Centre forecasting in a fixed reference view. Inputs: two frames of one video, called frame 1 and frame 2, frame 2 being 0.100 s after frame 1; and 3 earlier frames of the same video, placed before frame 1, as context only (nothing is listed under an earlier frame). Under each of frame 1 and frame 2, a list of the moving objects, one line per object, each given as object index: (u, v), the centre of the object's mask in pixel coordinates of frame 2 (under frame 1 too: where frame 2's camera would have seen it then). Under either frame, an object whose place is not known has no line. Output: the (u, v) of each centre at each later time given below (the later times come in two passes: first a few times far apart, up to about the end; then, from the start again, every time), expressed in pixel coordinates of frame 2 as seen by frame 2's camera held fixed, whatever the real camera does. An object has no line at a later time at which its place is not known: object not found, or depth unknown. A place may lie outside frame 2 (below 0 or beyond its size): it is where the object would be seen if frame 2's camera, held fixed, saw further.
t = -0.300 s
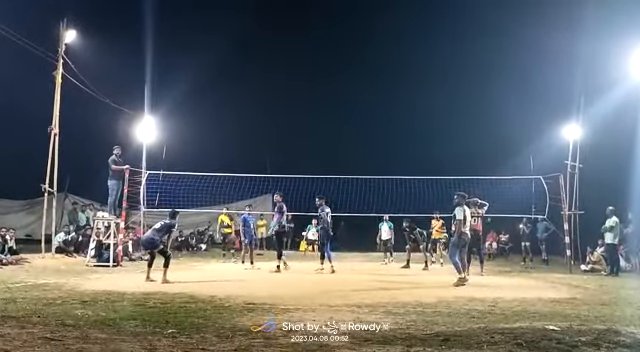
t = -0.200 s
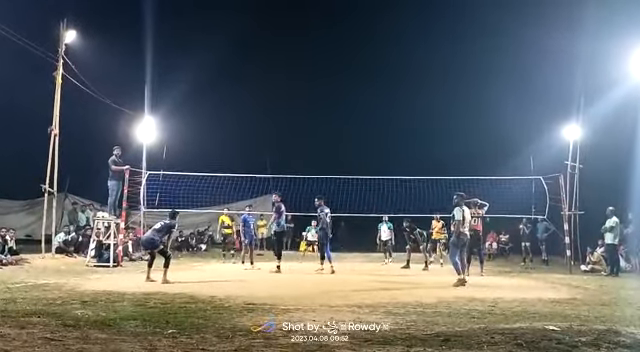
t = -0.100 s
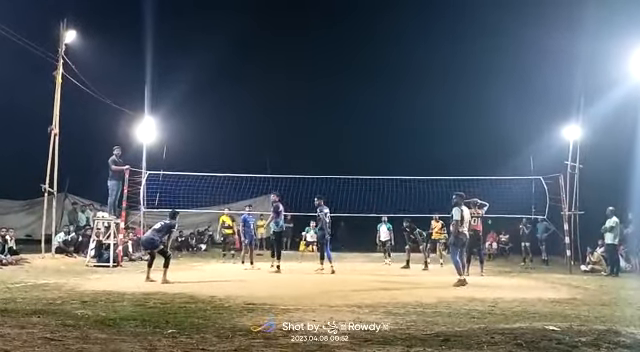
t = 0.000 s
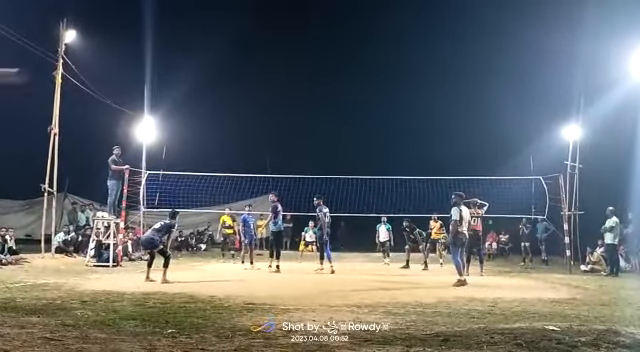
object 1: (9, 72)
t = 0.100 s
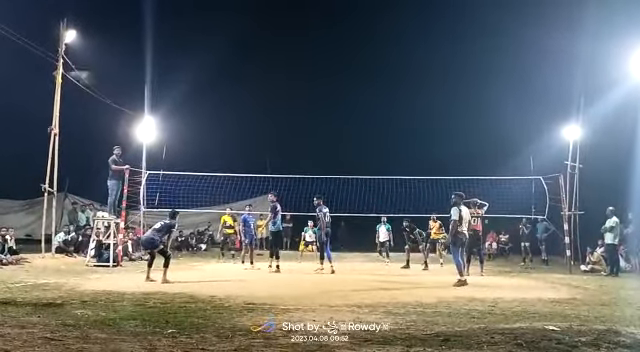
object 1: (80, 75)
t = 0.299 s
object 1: (178, 98)
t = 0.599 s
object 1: (261, 148)
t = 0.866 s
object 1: (307, 203)
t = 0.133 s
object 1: (101, 78)
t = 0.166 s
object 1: (119, 82)
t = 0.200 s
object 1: (135, 85)
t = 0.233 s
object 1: (151, 89)
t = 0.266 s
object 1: (166, 93)
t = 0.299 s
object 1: (178, 98)
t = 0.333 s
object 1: (190, 103)
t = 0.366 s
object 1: (202, 107)
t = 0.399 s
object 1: (212, 112)
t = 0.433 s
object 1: (222, 118)
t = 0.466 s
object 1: (230, 123)
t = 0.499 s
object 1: (238, 129)
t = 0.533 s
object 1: (247, 135)
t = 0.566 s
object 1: (254, 142)
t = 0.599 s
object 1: (261, 148)
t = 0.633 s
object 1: (268, 154)
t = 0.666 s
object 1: (274, 161)
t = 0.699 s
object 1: (280, 168)
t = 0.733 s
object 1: (285, 174)
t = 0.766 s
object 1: (292, 182)
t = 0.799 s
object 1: (297, 189)
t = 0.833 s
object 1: (303, 196)
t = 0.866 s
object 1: (307, 203)
